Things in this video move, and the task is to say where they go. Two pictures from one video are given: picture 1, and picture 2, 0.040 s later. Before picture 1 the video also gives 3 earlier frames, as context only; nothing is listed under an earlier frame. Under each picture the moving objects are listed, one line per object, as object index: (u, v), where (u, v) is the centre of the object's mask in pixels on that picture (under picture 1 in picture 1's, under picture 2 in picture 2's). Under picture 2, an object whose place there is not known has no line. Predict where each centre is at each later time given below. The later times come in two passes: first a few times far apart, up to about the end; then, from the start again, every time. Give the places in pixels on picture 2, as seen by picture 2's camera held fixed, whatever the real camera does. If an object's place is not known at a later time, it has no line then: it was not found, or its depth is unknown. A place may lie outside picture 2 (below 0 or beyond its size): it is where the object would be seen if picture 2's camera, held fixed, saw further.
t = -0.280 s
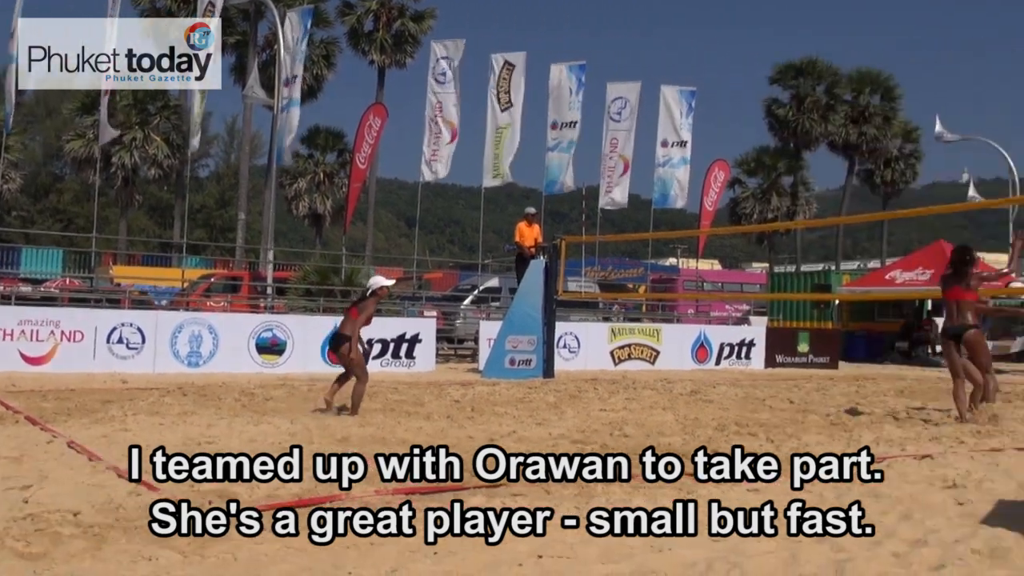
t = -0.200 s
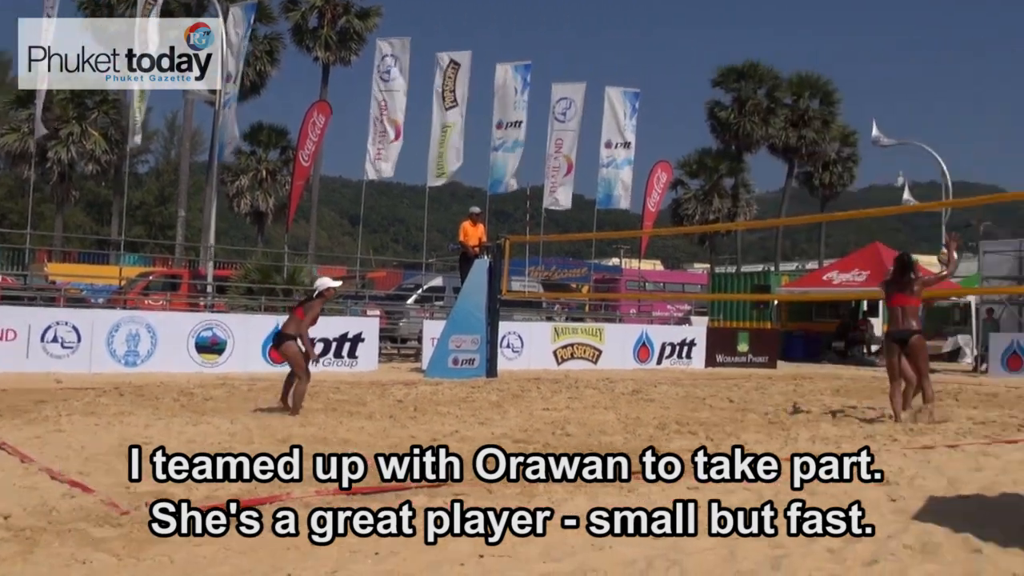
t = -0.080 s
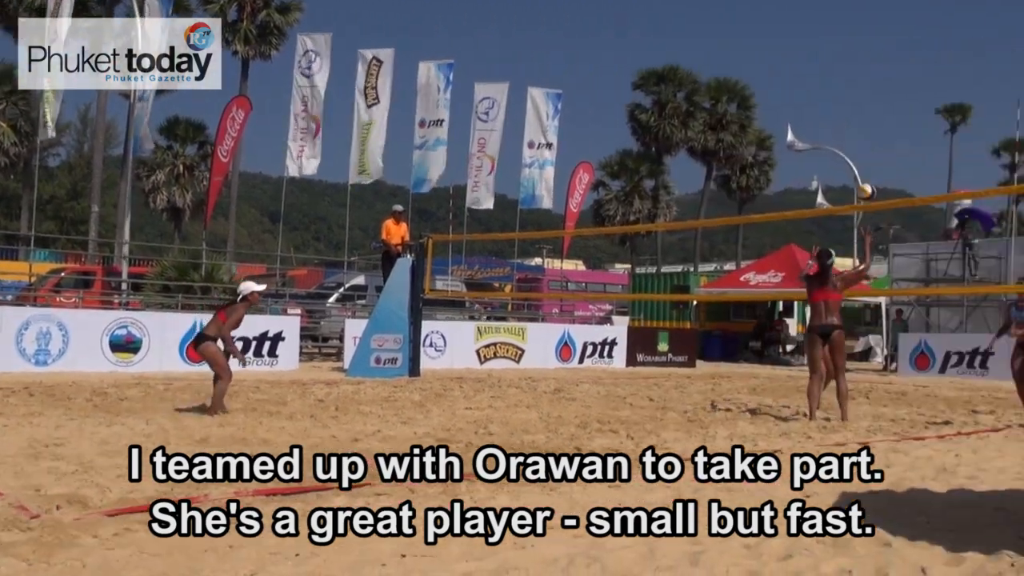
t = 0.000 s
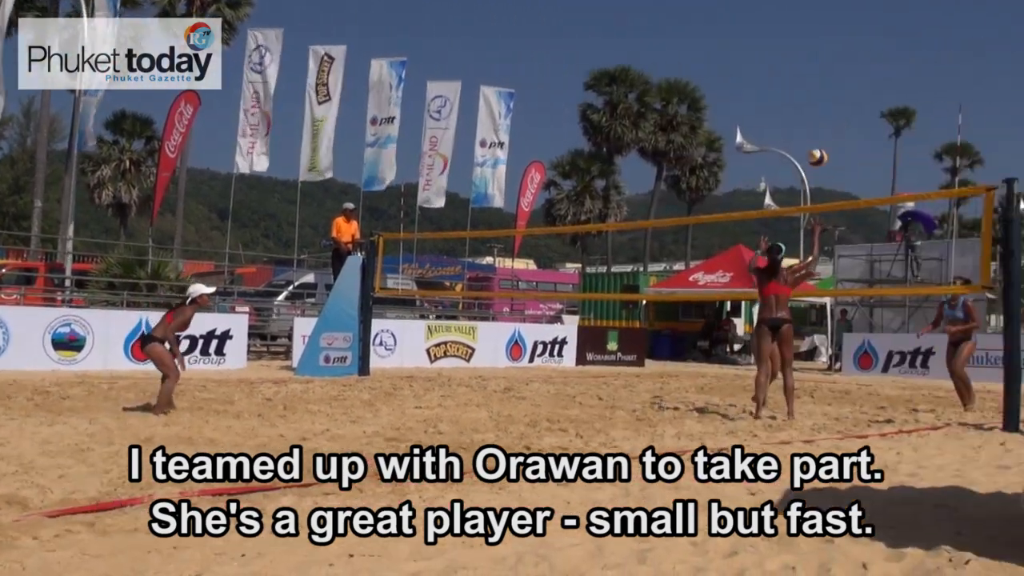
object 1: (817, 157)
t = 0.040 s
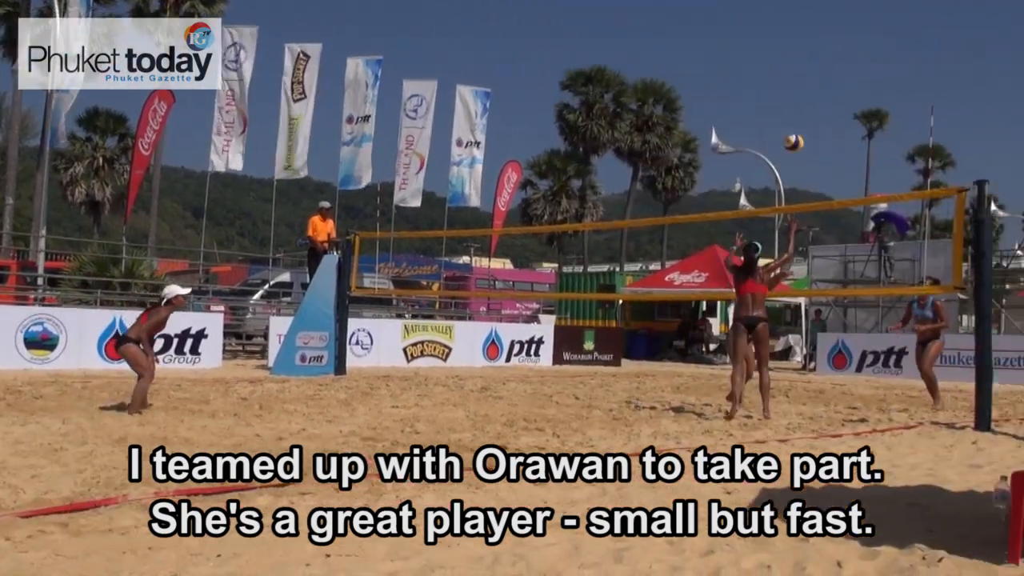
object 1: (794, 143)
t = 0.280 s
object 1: (805, 77)
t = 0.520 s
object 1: (819, 59)
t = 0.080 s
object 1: (795, 128)
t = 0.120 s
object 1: (797, 115)
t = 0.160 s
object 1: (799, 104)
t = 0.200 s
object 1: (800, 93)
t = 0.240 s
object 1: (803, 85)
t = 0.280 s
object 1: (805, 77)
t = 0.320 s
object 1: (807, 71)
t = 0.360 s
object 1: (809, 66)
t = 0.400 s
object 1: (811, 62)
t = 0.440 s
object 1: (815, 60)
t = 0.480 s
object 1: (817, 59)
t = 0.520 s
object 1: (819, 59)
